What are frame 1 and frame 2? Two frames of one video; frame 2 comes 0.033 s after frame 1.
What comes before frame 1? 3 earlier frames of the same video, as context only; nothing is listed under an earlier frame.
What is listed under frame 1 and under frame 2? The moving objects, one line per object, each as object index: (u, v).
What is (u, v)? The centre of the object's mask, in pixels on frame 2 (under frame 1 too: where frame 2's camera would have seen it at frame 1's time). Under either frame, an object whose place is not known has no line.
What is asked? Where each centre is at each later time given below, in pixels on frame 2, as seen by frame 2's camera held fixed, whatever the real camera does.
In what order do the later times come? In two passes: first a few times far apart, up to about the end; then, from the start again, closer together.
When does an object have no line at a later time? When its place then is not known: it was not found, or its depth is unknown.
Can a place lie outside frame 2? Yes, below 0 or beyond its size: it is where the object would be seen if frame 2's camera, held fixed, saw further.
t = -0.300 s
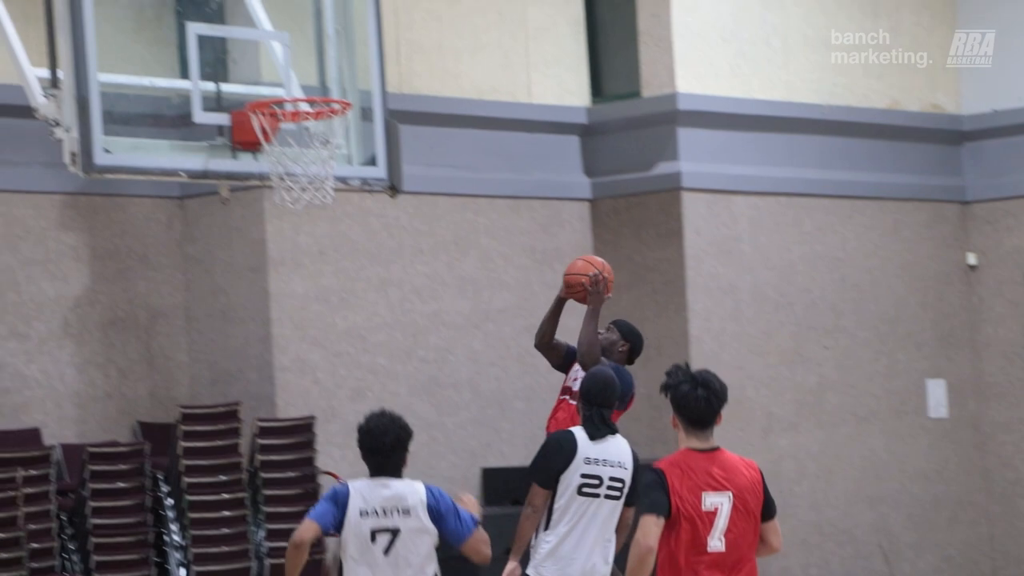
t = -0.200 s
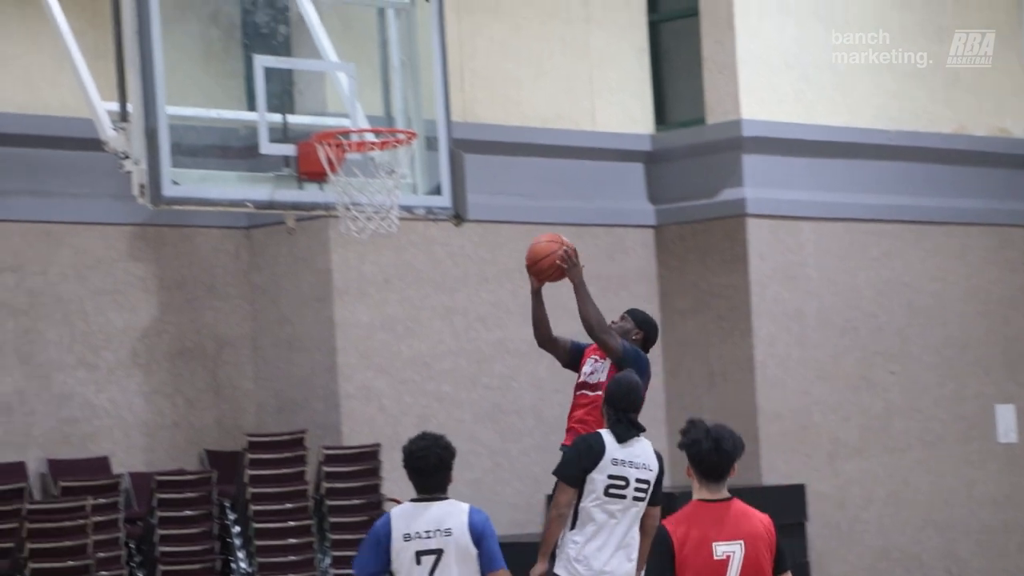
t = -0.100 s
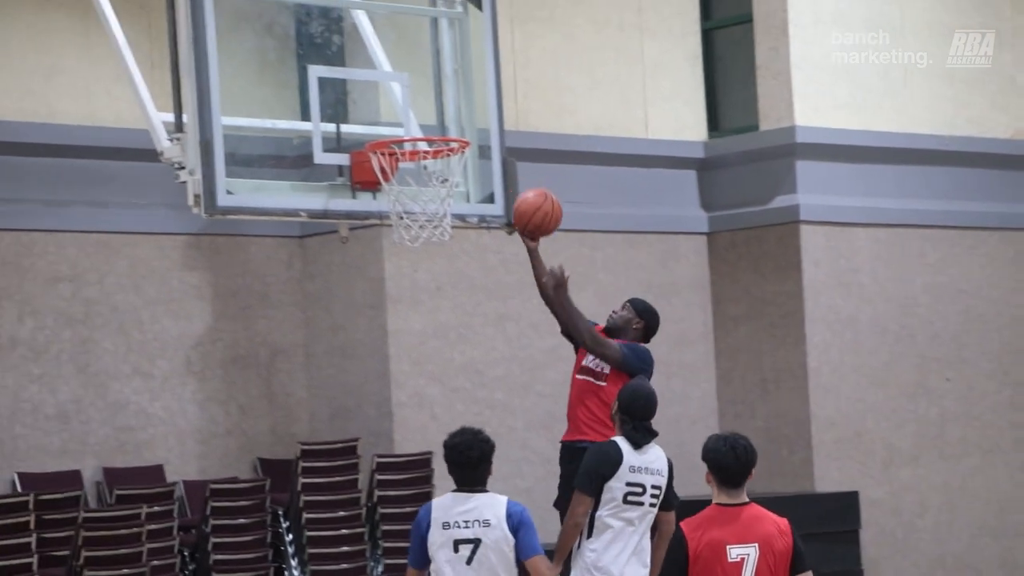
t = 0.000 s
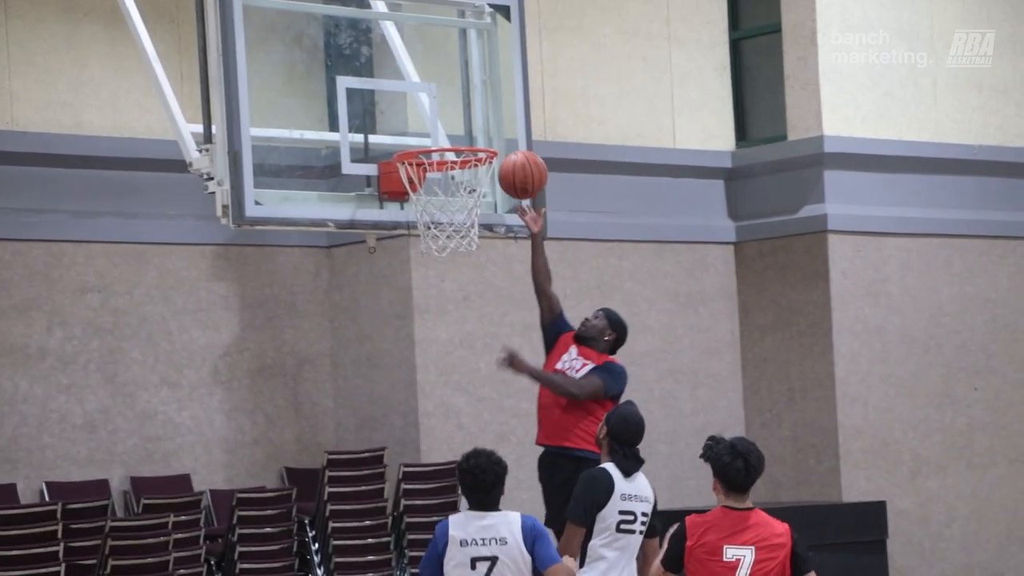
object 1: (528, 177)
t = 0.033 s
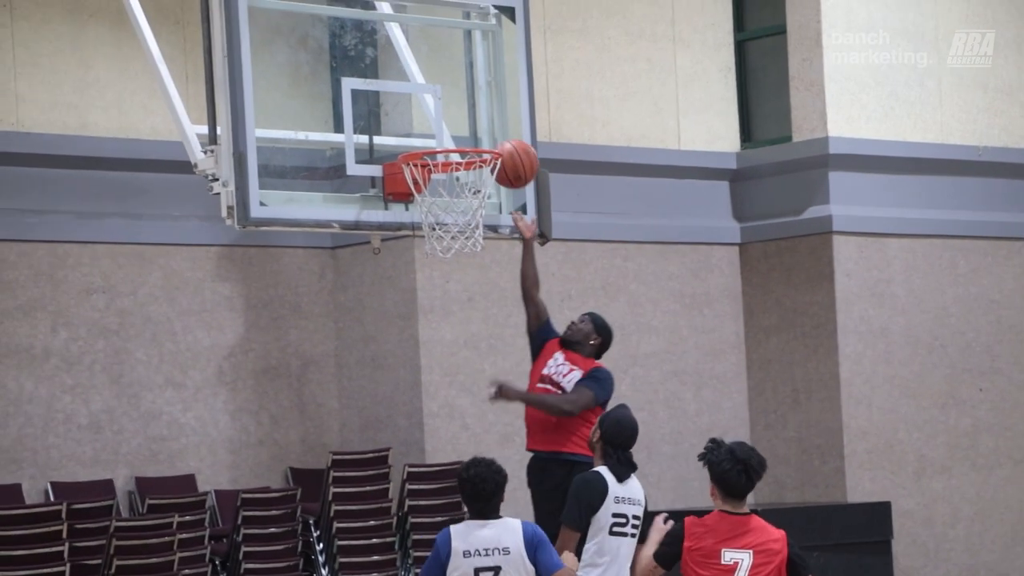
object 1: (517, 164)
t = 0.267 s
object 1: (424, 132)
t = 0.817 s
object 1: (465, 147)
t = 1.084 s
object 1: (442, 173)
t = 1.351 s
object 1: (421, 252)
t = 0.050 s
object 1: (511, 157)
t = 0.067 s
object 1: (505, 151)
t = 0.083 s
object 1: (497, 144)
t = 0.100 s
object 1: (488, 139)
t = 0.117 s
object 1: (479, 136)
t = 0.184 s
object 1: (453, 133)
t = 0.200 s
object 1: (447, 133)
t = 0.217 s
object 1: (440, 133)
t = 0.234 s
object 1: (433, 133)
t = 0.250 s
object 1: (427, 134)
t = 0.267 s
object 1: (424, 132)
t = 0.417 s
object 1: (420, 129)
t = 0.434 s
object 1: (420, 130)
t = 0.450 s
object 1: (419, 133)
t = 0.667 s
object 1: (432, 135)
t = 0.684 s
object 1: (435, 135)
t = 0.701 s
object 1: (440, 141)
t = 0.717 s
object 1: (443, 142)
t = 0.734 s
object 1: (446, 141)
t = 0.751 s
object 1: (452, 144)
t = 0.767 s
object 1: (456, 145)
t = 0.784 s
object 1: (459, 145)
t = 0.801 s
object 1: (462, 146)
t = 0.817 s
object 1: (465, 147)
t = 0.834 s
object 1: (467, 148)
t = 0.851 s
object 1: (469, 148)
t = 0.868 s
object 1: (470, 149)
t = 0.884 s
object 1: (471, 151)
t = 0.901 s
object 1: (471, 149)
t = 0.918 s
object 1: (470, 152)
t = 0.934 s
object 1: (469, 154)
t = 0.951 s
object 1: (467, 155)
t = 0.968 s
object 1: (464, 157)
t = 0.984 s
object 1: (461, 159)
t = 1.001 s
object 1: (459, 160)
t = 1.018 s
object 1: (456, 161)
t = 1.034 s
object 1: (453, 163)
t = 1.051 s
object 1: (450, 166)
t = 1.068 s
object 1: (445, 171)
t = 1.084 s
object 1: (442, 173)
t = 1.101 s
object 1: (436, 175)
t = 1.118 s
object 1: (434, 176)
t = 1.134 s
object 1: (434, 178)
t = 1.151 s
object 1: (433, 180)
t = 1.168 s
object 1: (429, 184)
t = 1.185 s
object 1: (428, 188)
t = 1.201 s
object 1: (427, 193)
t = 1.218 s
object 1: (425, 198)
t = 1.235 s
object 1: (424, 204)
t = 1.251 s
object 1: (423, 210)
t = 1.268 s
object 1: (421, 215)
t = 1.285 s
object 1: (420, 222)
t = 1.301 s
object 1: (420, 227)
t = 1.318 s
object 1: (421, 235)
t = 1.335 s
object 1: (422, 242)
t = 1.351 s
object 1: (421, 252)
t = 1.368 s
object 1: (421, 253)
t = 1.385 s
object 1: (422, 260)
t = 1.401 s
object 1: (422, 269)
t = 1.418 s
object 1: (422, 278)
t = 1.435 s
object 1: (422, 288)
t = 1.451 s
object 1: (422, 298)
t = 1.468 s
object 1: (422, 309)
